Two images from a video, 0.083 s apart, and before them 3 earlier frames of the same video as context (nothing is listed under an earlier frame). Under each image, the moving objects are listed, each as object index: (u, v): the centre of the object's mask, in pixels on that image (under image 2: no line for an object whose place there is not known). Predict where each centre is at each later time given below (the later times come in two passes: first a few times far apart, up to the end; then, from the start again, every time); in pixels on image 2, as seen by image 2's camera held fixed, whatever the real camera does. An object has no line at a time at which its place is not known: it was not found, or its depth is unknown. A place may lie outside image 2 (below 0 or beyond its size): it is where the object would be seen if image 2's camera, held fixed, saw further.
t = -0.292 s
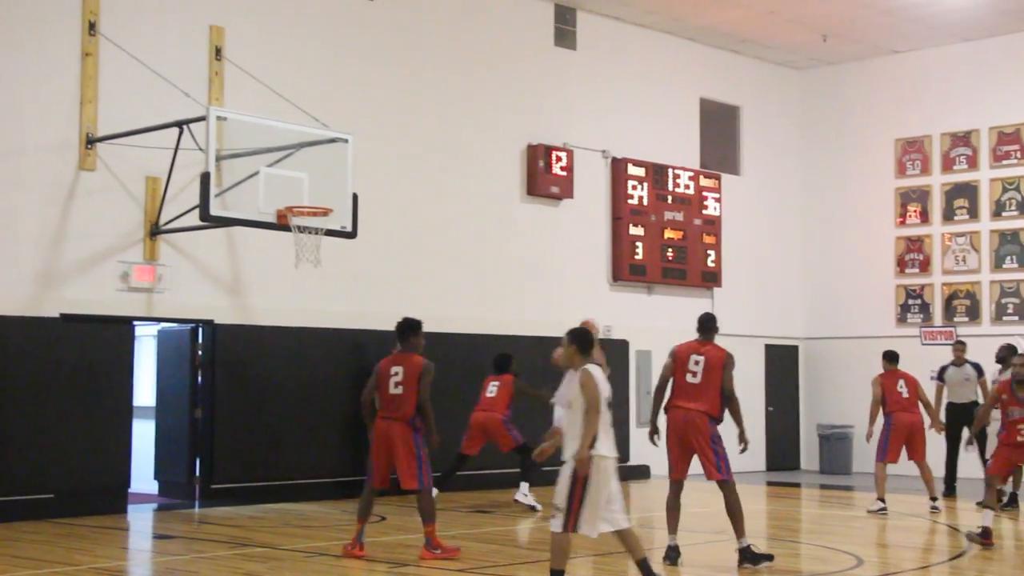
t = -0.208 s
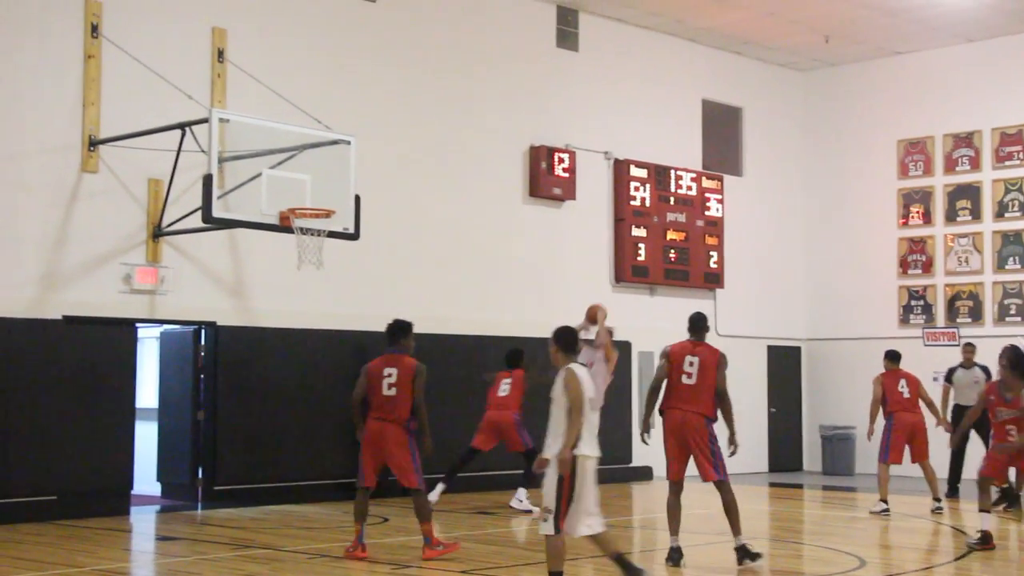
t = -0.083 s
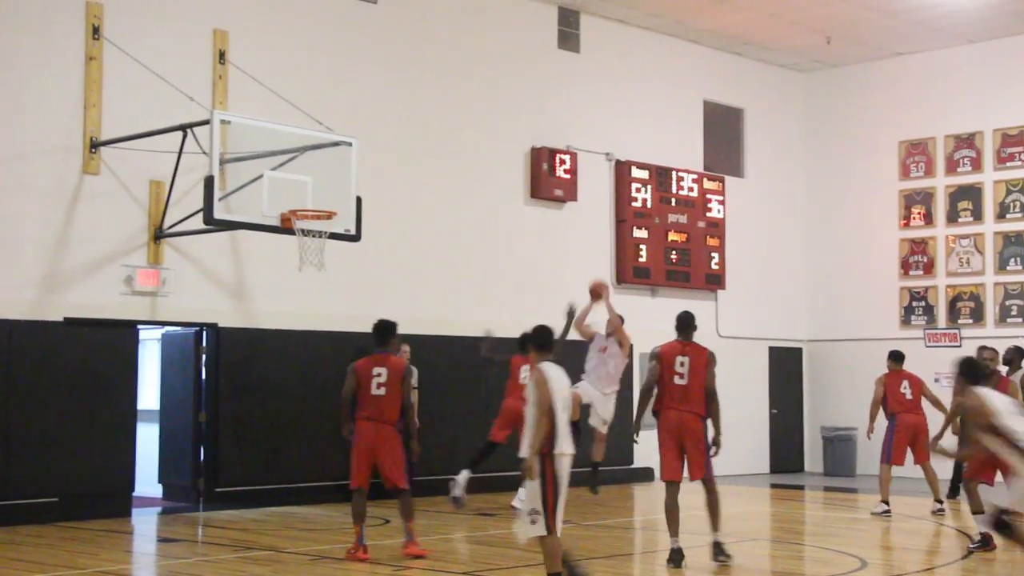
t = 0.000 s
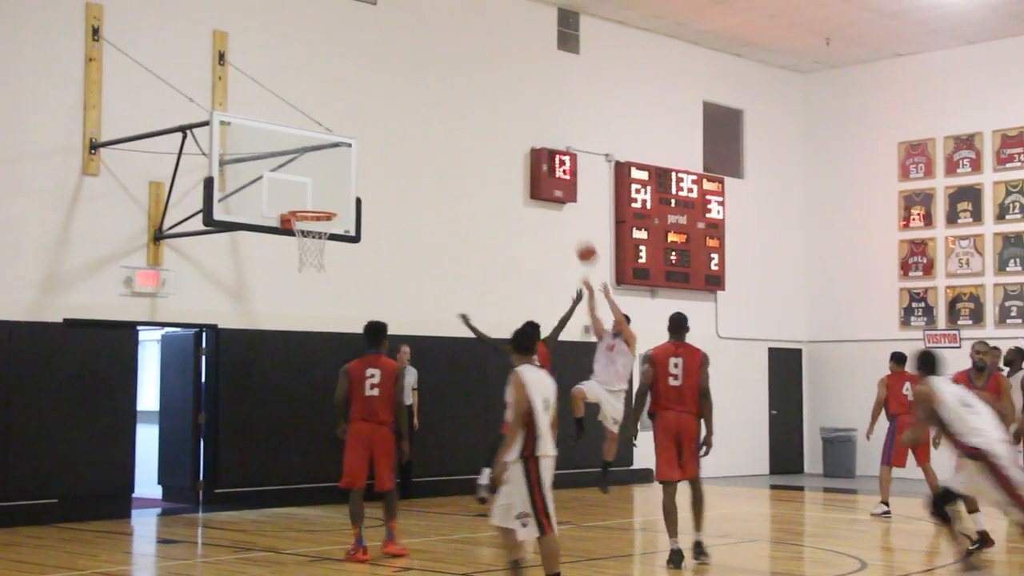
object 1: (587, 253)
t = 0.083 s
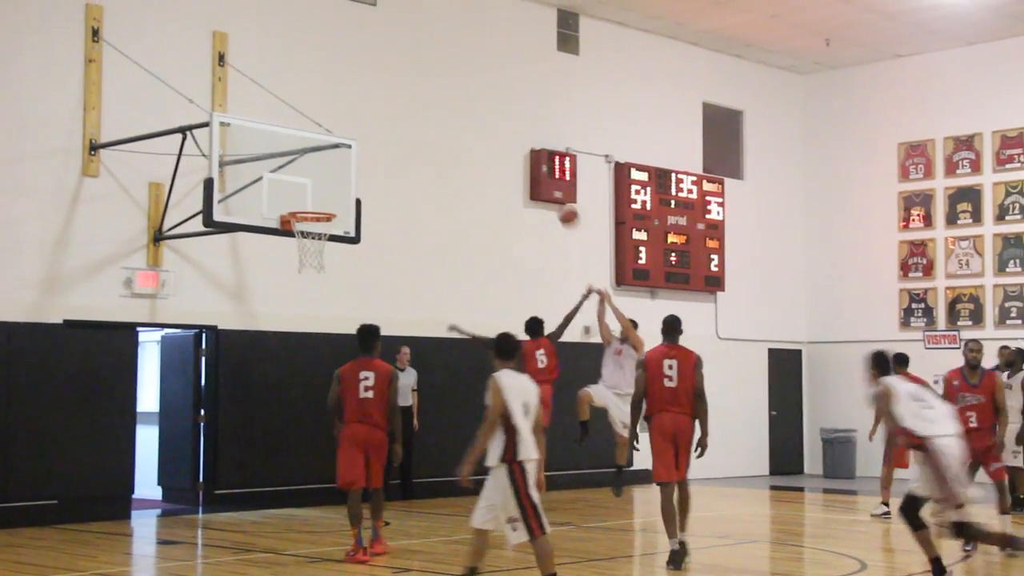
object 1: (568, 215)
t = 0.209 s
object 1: (538, 165)
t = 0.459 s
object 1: (485, 113)
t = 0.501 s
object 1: (475, 109)
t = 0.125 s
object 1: (558, 200)
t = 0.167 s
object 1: (549, 182)
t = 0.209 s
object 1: (538, 165)
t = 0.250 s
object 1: (530, 155)
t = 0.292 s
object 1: (522, 144)
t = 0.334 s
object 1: (513, 134)
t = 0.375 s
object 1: (504, 126)
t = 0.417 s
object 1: (494, 119)
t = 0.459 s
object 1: (485, 113)
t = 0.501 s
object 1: (475, 109)
